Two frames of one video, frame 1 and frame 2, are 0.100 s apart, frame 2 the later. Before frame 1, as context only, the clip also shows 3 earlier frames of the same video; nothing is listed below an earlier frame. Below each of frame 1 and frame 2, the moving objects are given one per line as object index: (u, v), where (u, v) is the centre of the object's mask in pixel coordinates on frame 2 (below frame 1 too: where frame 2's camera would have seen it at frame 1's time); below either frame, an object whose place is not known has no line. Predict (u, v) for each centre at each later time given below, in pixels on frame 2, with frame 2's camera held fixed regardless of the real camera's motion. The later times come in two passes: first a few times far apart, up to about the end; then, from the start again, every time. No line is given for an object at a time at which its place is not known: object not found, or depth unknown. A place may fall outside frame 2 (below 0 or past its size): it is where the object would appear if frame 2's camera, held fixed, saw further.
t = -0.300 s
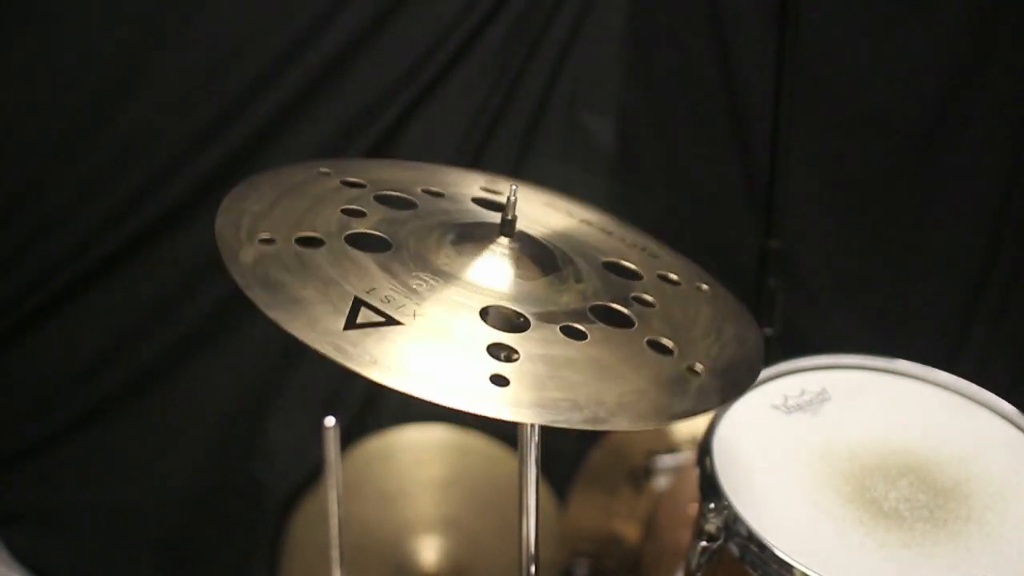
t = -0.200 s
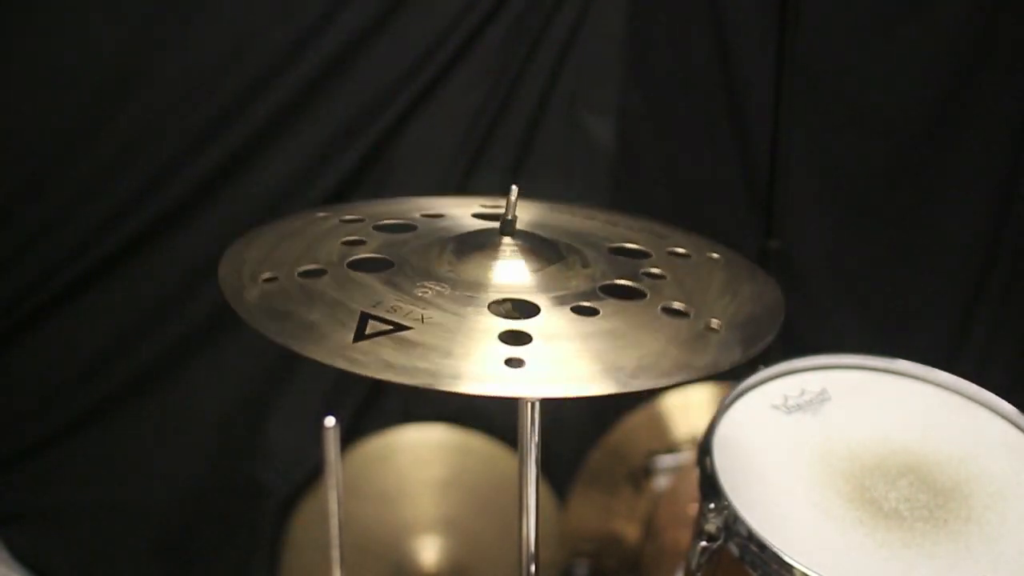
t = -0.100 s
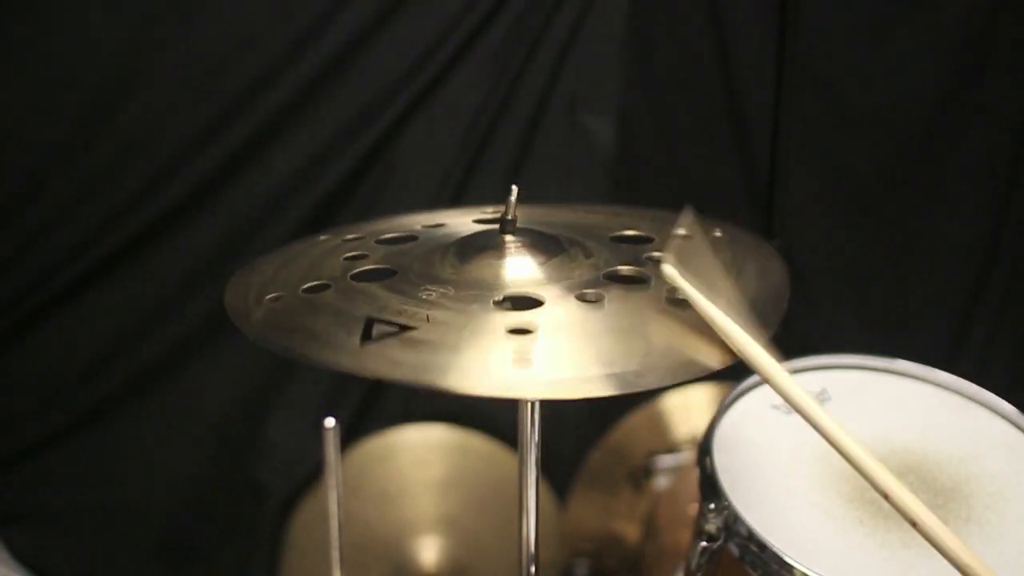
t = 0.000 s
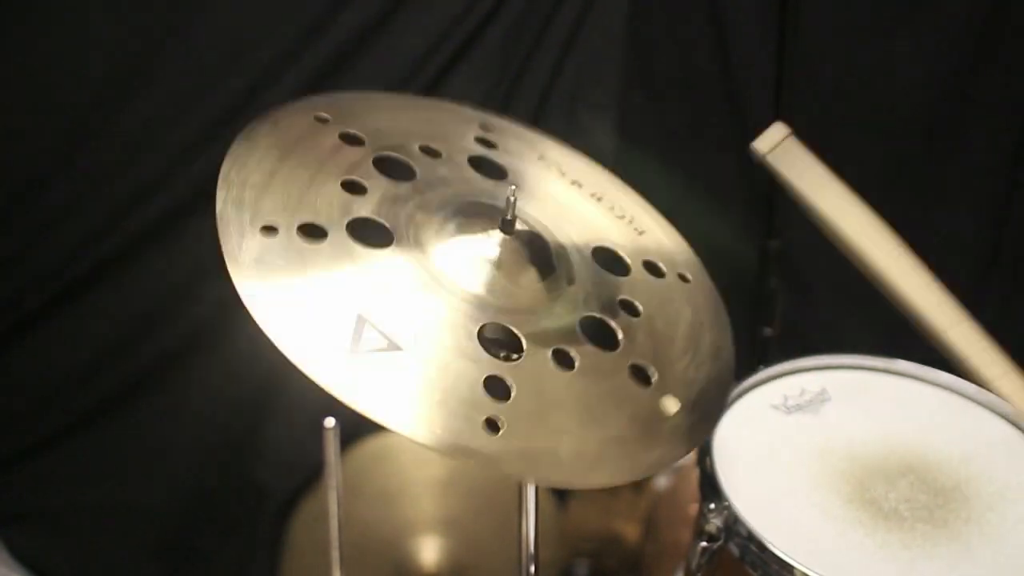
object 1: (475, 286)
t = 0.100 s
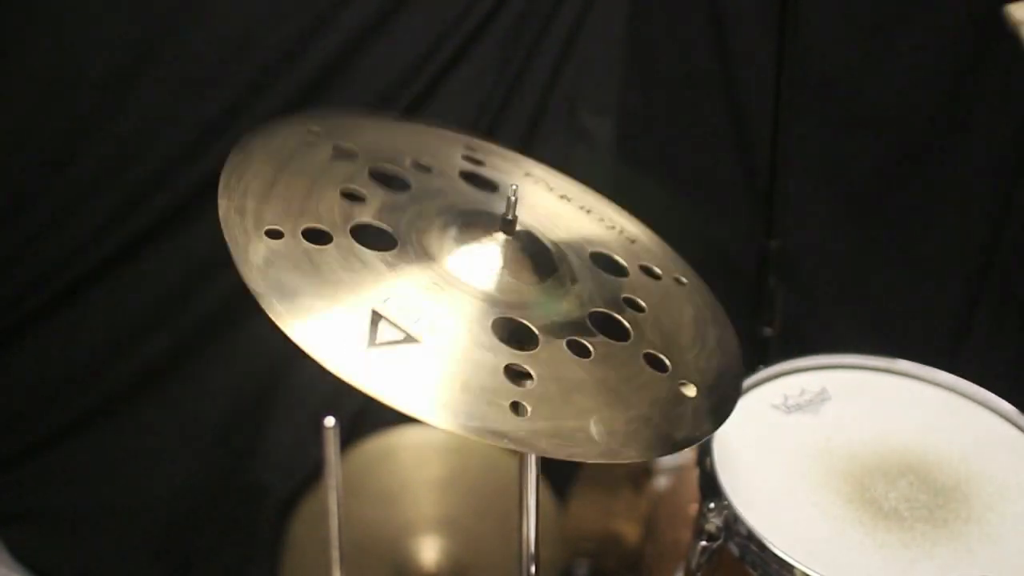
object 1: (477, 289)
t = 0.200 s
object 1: (497, 294)
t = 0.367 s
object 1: (505, 291)
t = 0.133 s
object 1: (483, 294)
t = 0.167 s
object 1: (490, 296)
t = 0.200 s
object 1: (497, 294)
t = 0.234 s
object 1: (502, 290)
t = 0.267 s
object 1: (502, 285)
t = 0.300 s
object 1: (504, 283)
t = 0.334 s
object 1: (505, 287)
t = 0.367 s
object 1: (505, 291)
